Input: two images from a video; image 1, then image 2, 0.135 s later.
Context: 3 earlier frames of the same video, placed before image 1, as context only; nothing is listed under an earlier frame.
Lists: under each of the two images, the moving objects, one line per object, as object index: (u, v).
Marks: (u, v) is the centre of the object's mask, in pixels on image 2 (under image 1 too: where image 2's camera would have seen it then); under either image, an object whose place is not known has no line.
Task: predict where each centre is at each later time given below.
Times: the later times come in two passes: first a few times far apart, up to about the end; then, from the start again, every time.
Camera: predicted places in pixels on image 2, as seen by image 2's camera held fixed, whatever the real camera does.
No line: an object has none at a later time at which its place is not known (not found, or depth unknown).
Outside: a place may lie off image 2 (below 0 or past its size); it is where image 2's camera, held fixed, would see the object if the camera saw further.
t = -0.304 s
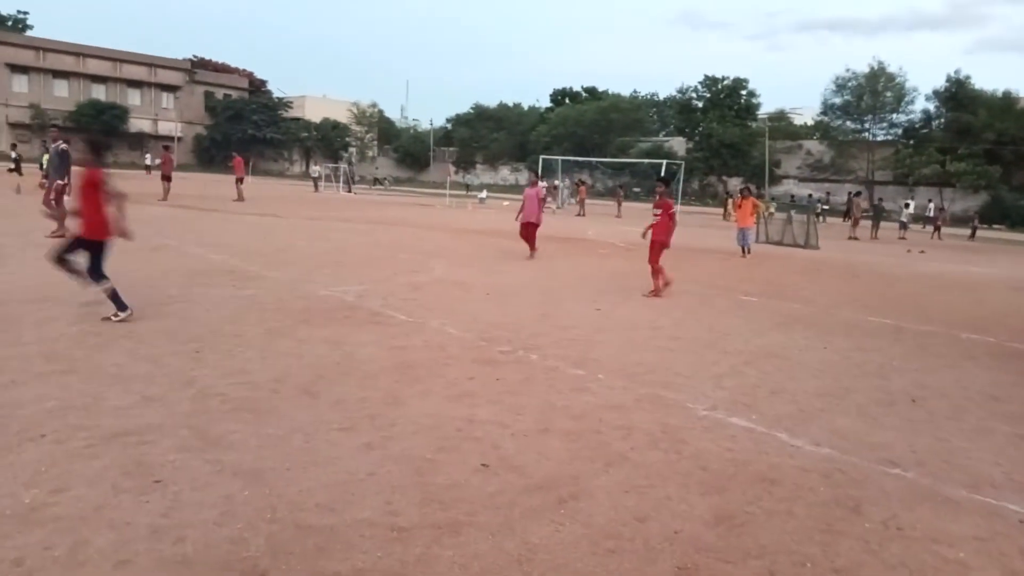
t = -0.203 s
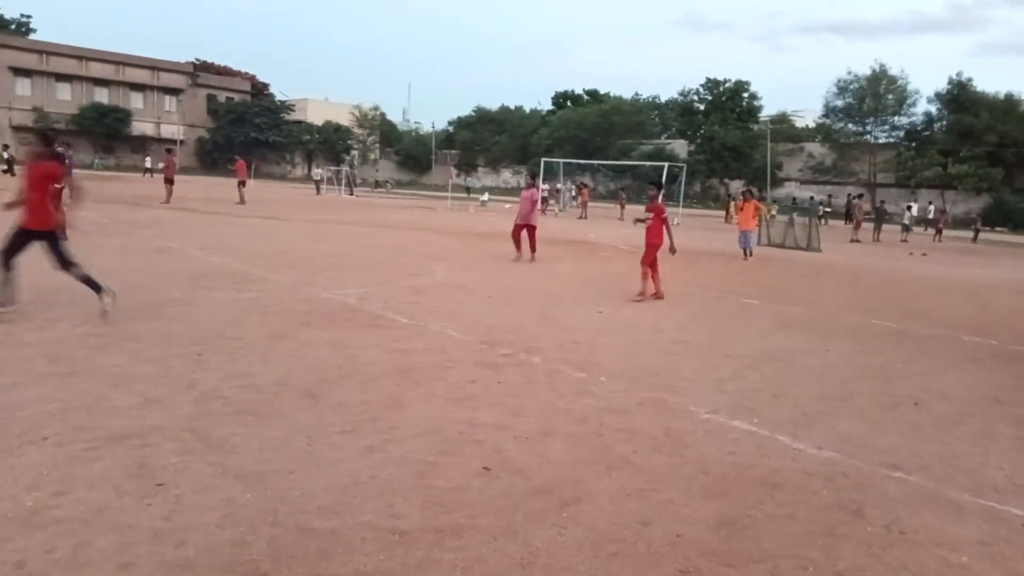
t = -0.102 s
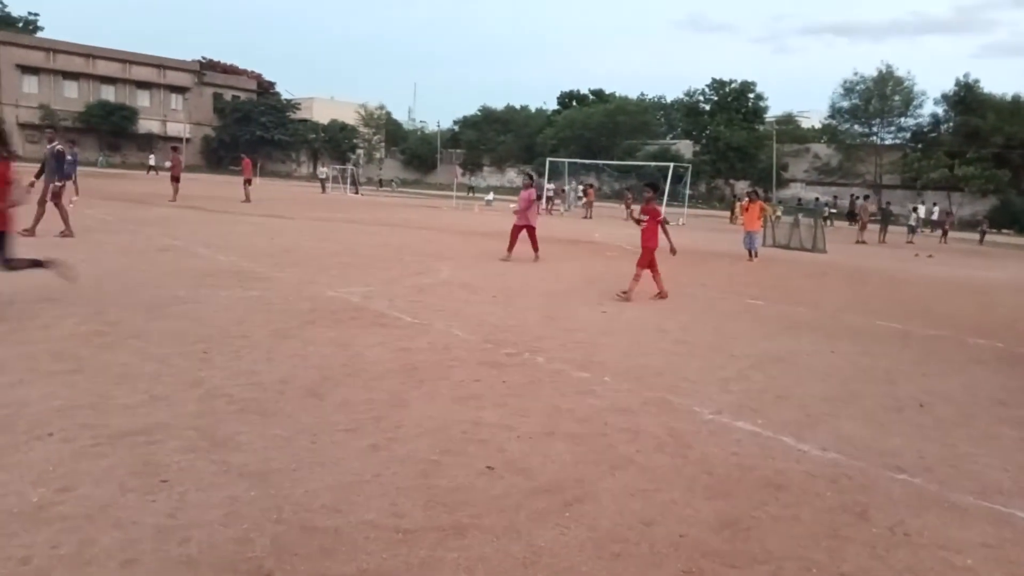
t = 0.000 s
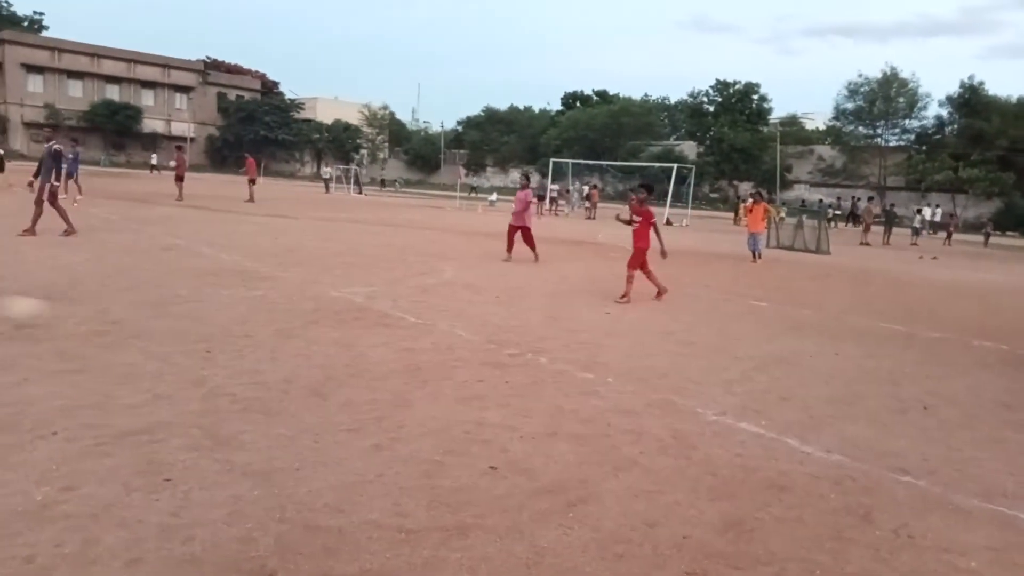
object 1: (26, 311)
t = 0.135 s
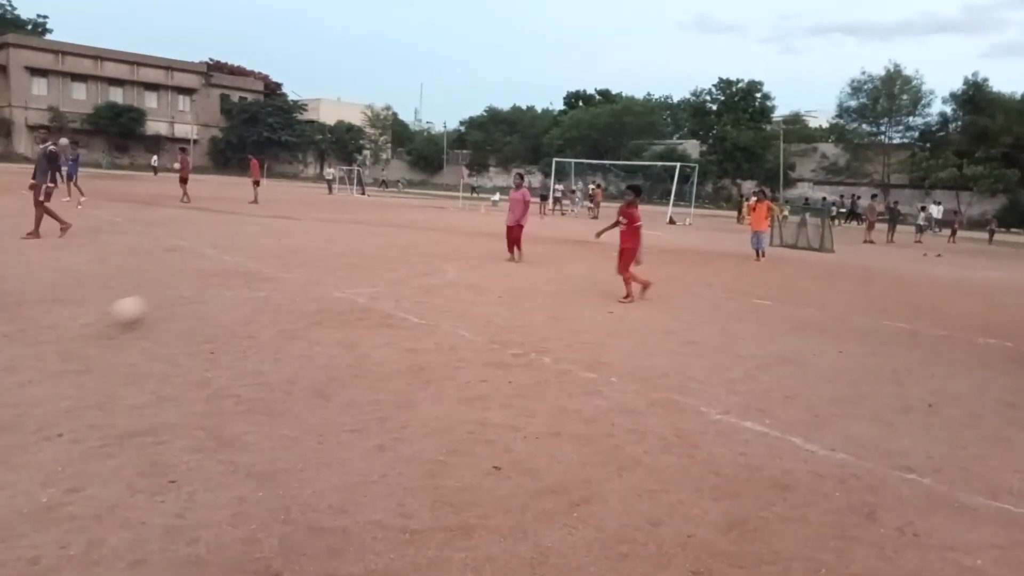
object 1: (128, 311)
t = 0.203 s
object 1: (165, 301)
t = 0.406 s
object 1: (249, 299)
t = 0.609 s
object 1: (310, 288)
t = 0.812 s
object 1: (356, 279)
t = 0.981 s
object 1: (387, 275)
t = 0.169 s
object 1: (148, 304)
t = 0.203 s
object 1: (165, 301)
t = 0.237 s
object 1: (180, 298)
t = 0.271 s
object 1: (195, 297)
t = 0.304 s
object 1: (211, 299)
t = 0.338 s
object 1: (225, 302)
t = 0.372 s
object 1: (238, 302)
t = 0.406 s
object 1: (249, 299)
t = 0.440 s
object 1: (262, 296)
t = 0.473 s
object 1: (271, 295)
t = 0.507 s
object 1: (282, 293)
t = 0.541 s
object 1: (291, 291)
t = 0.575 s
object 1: (300, 289)
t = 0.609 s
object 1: (310, 288)
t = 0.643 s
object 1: (318, 287)
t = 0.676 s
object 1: (326, 285)
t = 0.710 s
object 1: (333, 283)
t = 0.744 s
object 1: (341, 281)
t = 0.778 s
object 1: (348, 281)
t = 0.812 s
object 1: (356, 279)
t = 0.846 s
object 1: (363, 277)
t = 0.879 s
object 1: (369, 275)
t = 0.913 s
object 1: (375, 274)
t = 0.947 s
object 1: (381, 275)
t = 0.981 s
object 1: (387, 275)
